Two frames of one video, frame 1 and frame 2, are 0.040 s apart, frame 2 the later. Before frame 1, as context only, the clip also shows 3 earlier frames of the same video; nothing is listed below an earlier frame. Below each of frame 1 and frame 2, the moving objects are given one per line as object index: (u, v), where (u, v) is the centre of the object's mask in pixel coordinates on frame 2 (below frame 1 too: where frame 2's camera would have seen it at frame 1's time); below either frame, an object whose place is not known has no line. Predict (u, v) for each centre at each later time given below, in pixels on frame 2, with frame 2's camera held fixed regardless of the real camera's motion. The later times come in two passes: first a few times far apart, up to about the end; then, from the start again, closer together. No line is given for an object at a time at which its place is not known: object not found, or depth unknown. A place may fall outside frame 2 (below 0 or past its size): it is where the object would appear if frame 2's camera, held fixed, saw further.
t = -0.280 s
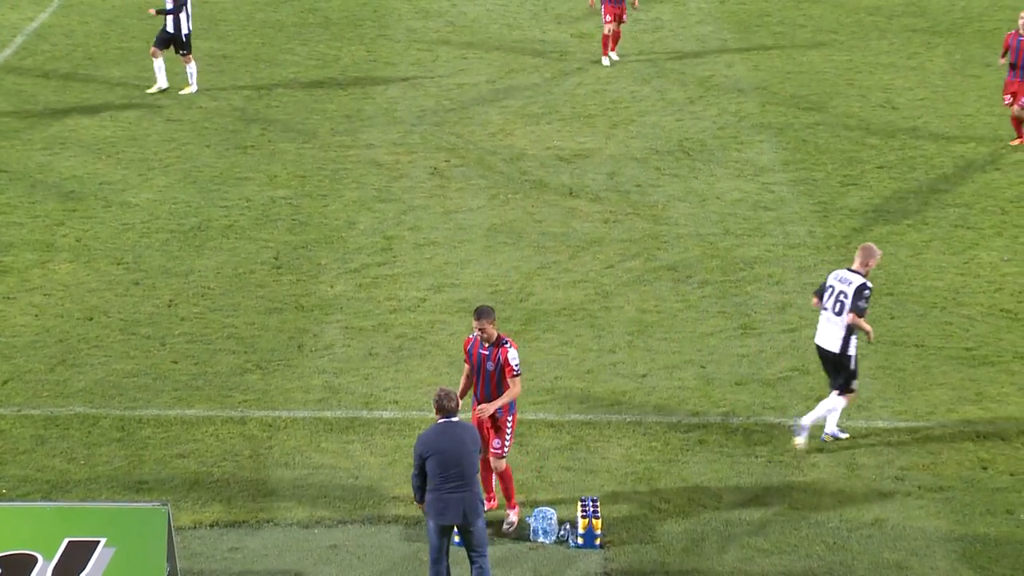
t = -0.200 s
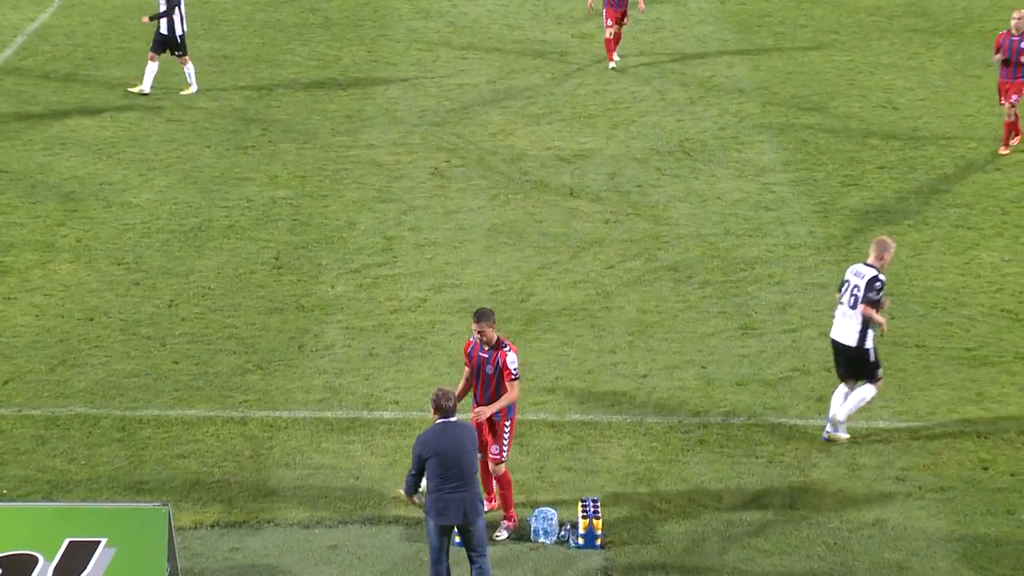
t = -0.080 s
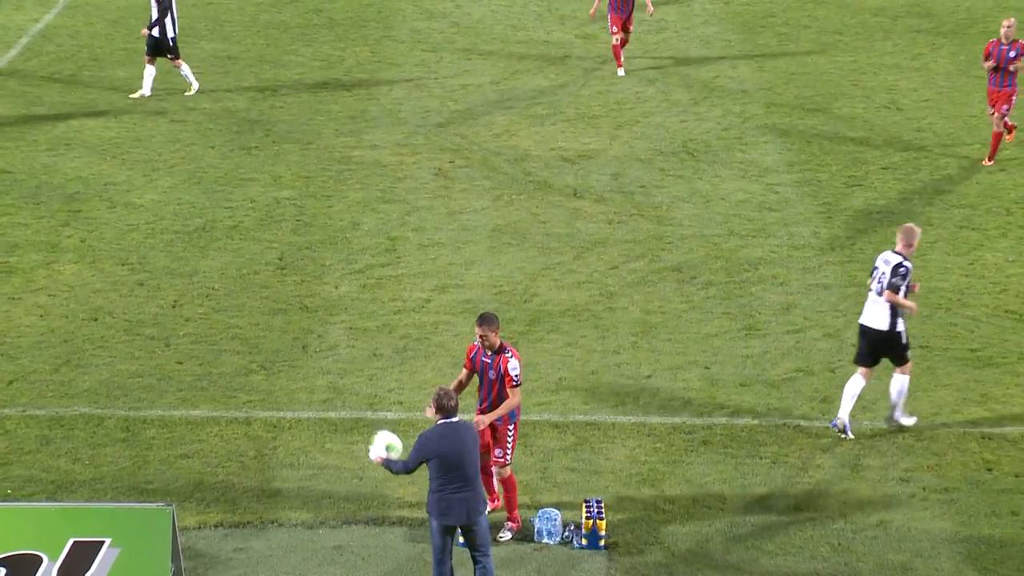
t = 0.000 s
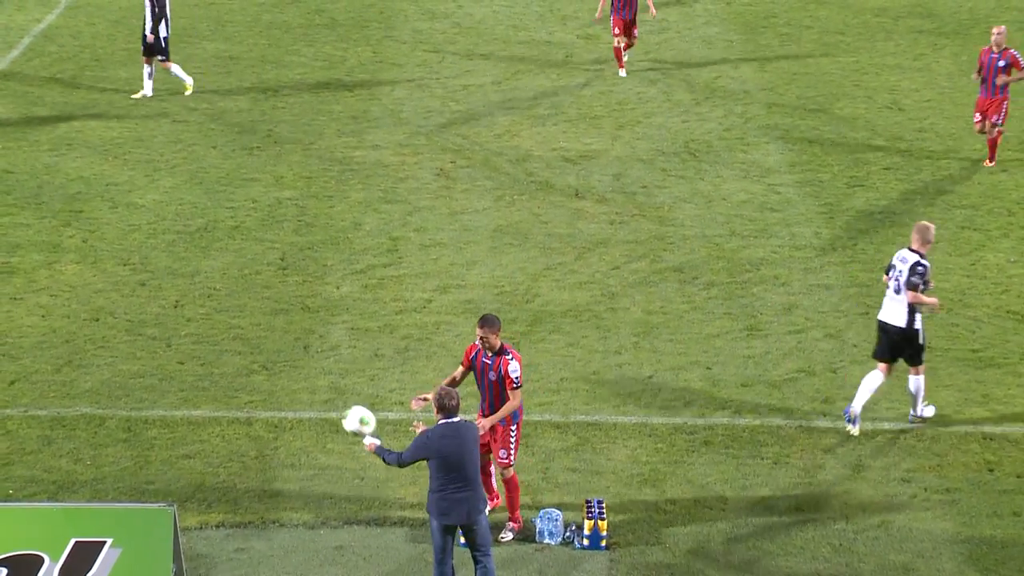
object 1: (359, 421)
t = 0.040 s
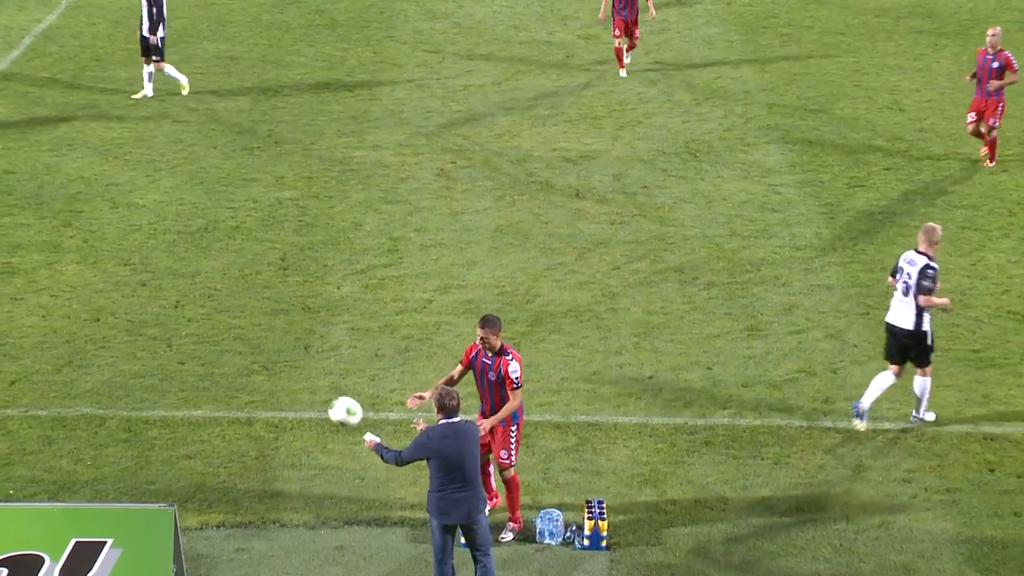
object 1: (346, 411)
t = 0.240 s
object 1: (280, 393)
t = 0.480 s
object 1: (210, 433)
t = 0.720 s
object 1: (167, 414)
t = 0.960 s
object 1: (138, 393)
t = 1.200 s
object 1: (114, 419)
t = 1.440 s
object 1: (91, 400)
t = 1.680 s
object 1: (72, 398)
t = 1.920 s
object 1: (57, 392)
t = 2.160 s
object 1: (46, 385)
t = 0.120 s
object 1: (318, 398)
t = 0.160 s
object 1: (305, 394)
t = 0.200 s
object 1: (292, 393)
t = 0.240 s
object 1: (280, 393)
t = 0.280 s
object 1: (267, 395)
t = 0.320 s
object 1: (255, 399)
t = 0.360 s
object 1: (243, 405)
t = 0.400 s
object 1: (232, 412)
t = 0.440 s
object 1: (221, 421)
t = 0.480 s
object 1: (210, 433)
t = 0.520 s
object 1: (199, 445)
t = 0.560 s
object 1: (189, 459)
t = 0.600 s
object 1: (183, 447)
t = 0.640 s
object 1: (177, 434)
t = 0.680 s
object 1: (172, 423)
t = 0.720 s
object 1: (167, 414)
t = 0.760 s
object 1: (162, 406)
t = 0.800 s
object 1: (157, 400)
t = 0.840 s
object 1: (152, 396)
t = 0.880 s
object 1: (147, 393)
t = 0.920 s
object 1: (142, 392)
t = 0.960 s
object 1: (138, 393)
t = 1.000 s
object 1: (133, 396)
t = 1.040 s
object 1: (129, 400)
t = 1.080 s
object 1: (125, 406)
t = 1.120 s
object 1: (122, 414)
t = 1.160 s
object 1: (118, 423)
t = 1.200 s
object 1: (114, 419)
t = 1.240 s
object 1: (110, 411)
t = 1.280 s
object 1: (106, 405)
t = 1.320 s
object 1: (102, 401)
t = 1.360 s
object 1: (98, 400)
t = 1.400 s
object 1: (94, 399)
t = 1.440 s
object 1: (91, 400)
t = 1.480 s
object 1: (88, 403)
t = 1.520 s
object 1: (85, 406)
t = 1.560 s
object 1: (81, 403)
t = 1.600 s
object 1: (78, 399)
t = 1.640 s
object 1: (75, 398)
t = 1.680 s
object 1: (72, 398)
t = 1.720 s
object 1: (69, 399)
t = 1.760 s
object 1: (67, 397)
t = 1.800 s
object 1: (64, 395)
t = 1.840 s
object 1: (62, 394)
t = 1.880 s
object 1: (60, 393)
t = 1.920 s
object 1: (57, 392)
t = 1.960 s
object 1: (55, 391)
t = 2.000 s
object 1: (53, 389)
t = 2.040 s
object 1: (51, 389)
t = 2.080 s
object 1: (49, 388)
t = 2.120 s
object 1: (47, 387)
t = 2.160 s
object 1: (46, 385)
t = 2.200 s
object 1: (44, 385)
